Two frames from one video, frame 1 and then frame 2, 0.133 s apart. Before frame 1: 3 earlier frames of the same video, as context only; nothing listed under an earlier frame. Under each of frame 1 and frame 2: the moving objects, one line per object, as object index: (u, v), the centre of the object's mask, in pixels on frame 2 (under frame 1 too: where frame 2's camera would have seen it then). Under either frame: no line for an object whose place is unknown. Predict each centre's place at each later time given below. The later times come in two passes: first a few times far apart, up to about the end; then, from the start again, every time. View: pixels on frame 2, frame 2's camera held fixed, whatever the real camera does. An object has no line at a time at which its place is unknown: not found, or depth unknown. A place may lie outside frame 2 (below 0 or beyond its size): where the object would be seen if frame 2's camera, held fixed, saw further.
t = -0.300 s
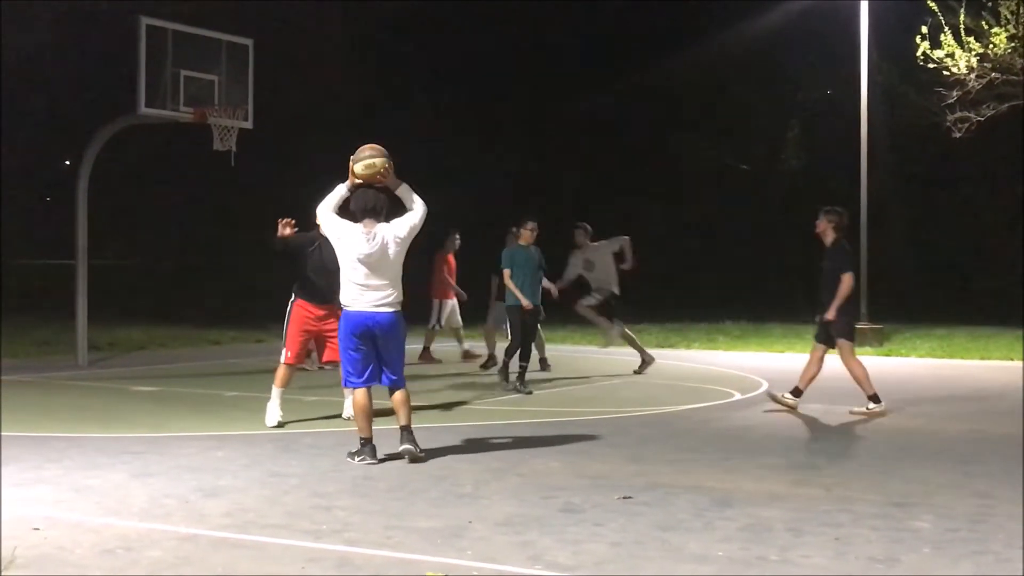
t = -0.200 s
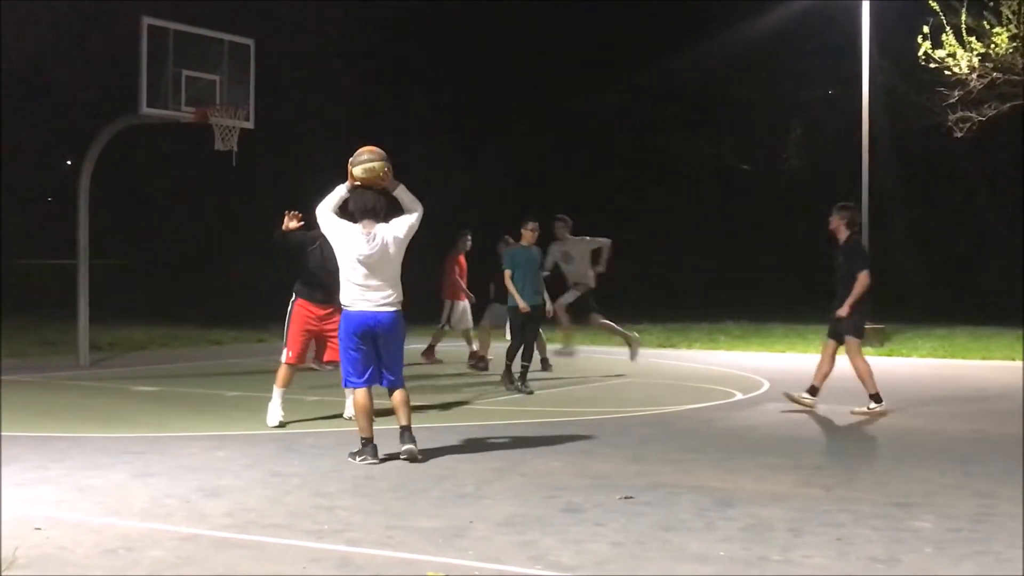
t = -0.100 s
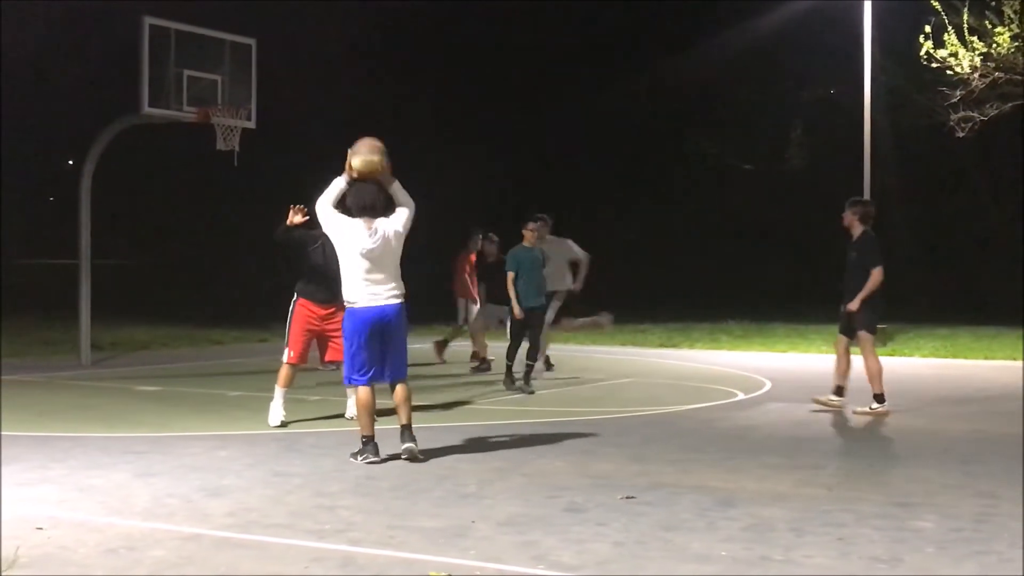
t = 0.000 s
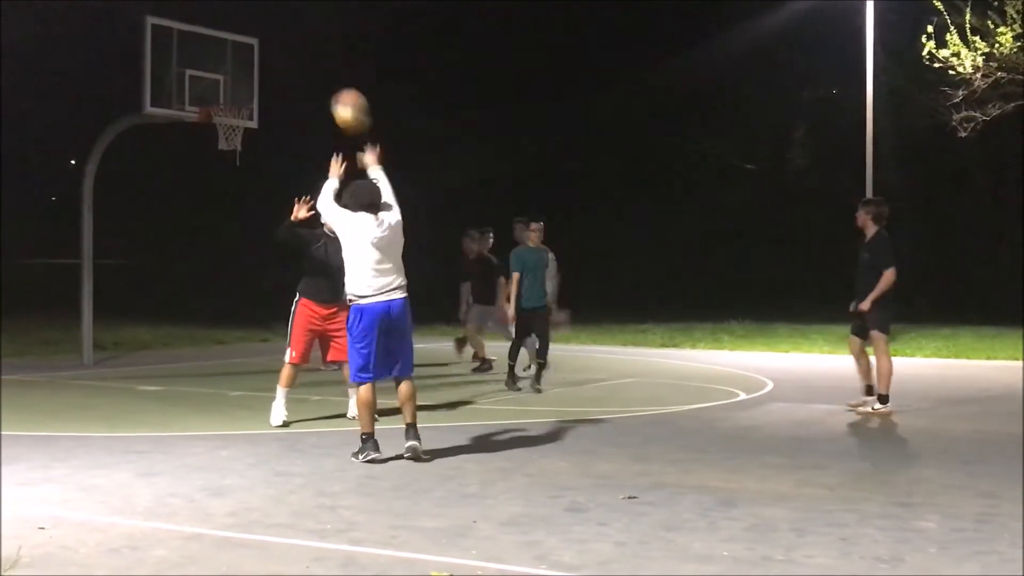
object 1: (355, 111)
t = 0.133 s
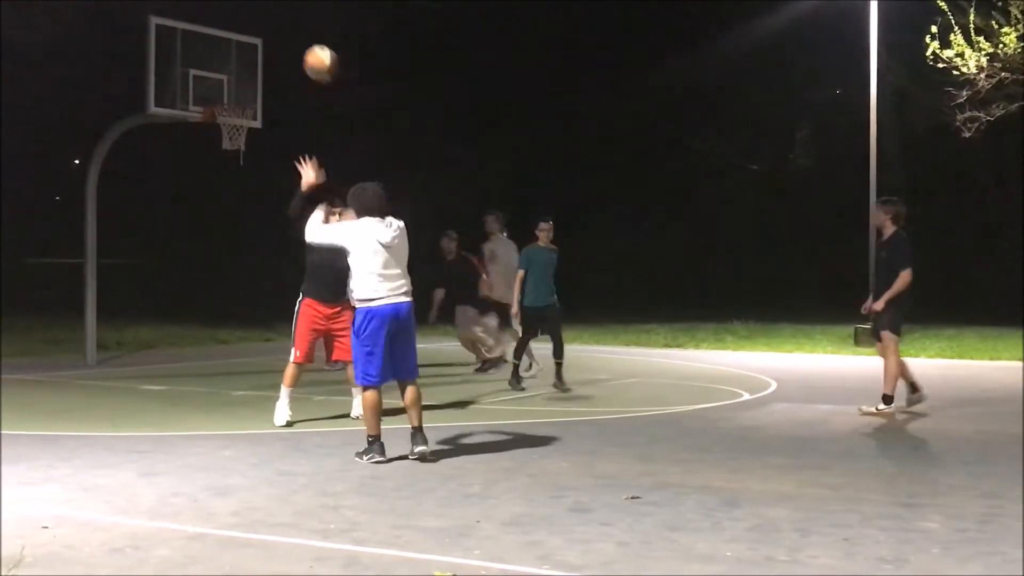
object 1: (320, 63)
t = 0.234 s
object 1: (300, 49)
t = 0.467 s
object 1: (256, 64)
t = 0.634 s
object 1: (234, 108)
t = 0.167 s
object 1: (314, 57)
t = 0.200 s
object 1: (306, 52)
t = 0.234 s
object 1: (300, 49)
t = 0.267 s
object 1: (293, 47)
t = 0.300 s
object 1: (286, 47)
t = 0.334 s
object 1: (280, 47)
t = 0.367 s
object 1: (274, 50)
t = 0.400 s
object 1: (267, 54)
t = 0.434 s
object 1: (262, 58)
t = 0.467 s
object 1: (256, 64)
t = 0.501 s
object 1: (251, 72)
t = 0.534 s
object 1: (245, 79)
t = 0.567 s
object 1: (239, 89)
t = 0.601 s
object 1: (237, 97)
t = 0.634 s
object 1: (234, 108)
